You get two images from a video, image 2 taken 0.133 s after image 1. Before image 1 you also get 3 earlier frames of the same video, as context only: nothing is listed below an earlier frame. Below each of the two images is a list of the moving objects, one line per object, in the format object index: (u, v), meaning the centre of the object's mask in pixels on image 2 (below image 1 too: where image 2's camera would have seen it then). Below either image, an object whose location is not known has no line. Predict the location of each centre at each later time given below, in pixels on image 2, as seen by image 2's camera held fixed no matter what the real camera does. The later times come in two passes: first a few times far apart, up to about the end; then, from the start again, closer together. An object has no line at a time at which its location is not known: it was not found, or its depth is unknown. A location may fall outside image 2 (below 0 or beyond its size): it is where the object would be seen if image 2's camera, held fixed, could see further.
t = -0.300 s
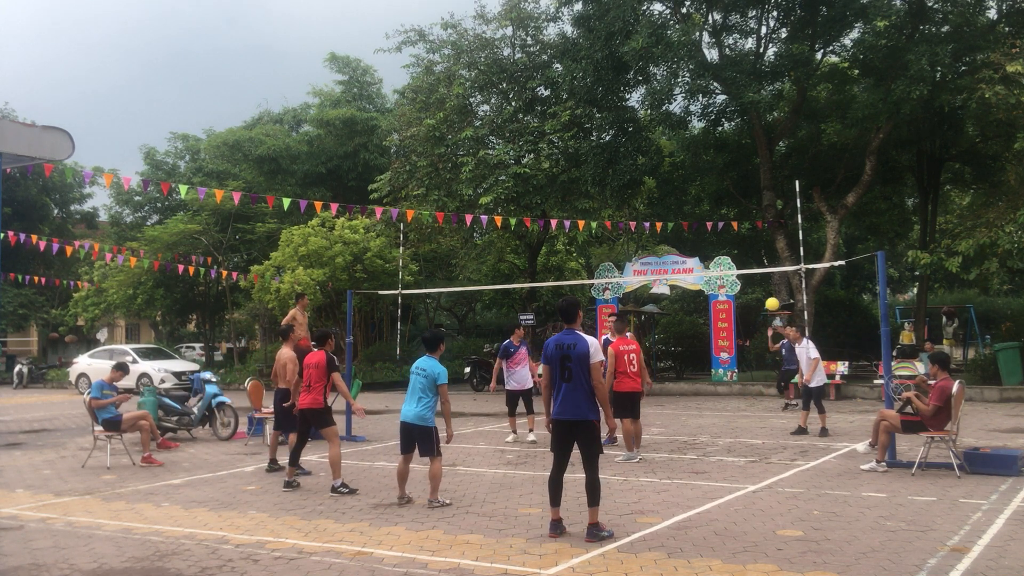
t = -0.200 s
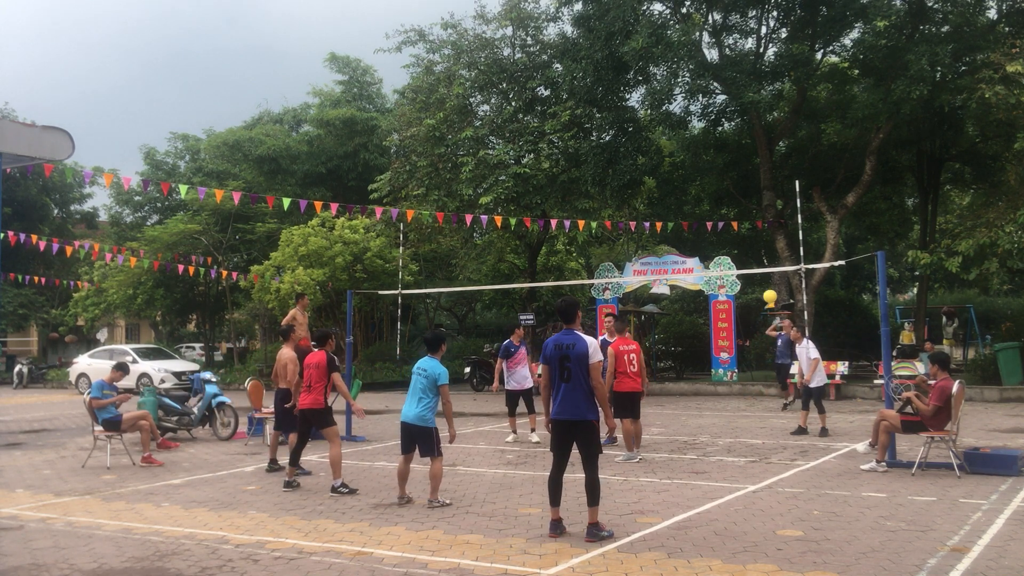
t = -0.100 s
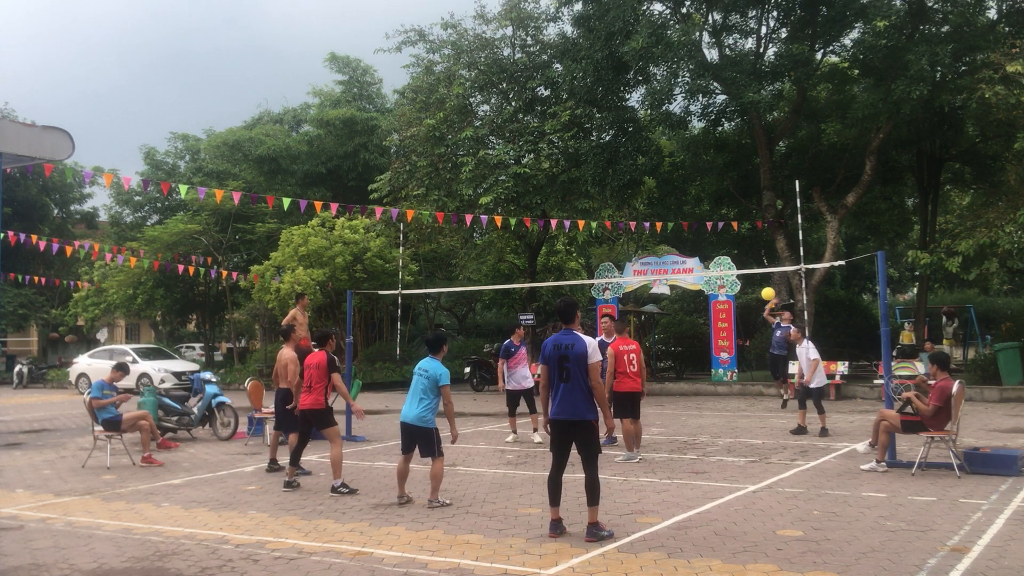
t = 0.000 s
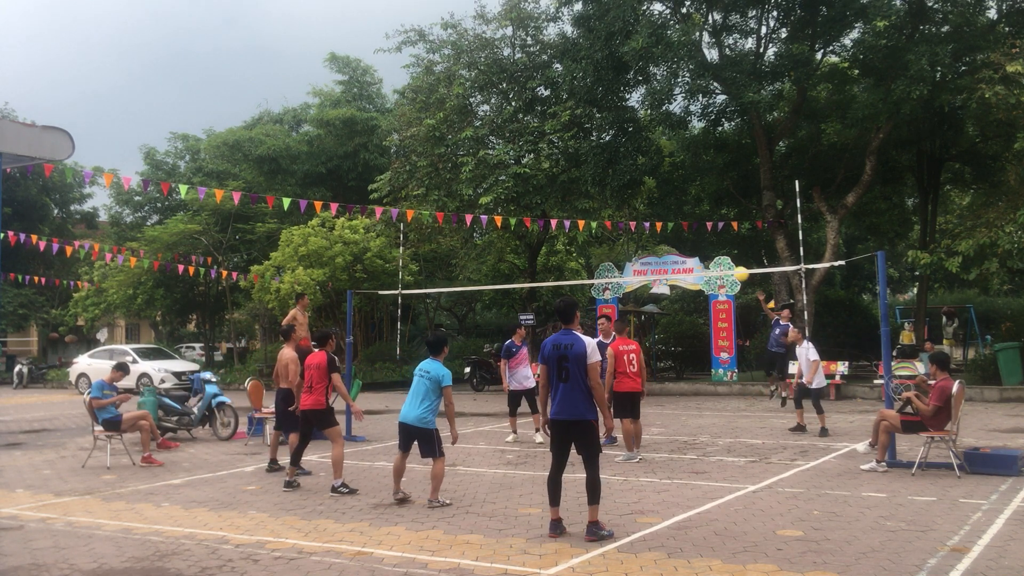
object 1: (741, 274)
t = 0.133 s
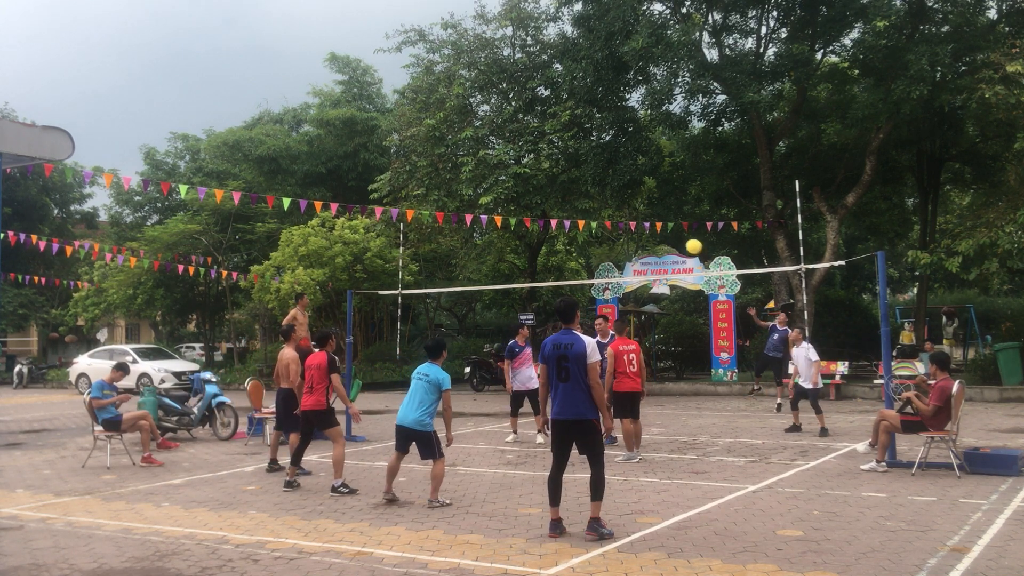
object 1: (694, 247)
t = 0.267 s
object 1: (644, 230)
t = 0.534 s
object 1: (539, 231)
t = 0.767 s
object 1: (438, 279)
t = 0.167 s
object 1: (681, 241)
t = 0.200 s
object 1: (669, 237)
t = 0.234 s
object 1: (657, 233)
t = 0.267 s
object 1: (644, 230)
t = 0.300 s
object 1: (632, 228)
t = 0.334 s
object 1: (619, 226)
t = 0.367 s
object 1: (606, 225)
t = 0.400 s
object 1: (593, 225)
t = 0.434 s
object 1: (580, 225)
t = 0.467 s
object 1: (566, 226)
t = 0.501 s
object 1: (553, 228)
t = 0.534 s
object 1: (539, 231)
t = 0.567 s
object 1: (525, 235)
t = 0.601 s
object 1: (511, 240)
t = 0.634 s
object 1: (497, 246)
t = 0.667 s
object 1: (483, 253)
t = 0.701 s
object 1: (468, 261)
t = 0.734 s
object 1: (453, 269)
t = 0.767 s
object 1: (438, 279)
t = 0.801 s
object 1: (423, 290)
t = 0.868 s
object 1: (392, 316)
